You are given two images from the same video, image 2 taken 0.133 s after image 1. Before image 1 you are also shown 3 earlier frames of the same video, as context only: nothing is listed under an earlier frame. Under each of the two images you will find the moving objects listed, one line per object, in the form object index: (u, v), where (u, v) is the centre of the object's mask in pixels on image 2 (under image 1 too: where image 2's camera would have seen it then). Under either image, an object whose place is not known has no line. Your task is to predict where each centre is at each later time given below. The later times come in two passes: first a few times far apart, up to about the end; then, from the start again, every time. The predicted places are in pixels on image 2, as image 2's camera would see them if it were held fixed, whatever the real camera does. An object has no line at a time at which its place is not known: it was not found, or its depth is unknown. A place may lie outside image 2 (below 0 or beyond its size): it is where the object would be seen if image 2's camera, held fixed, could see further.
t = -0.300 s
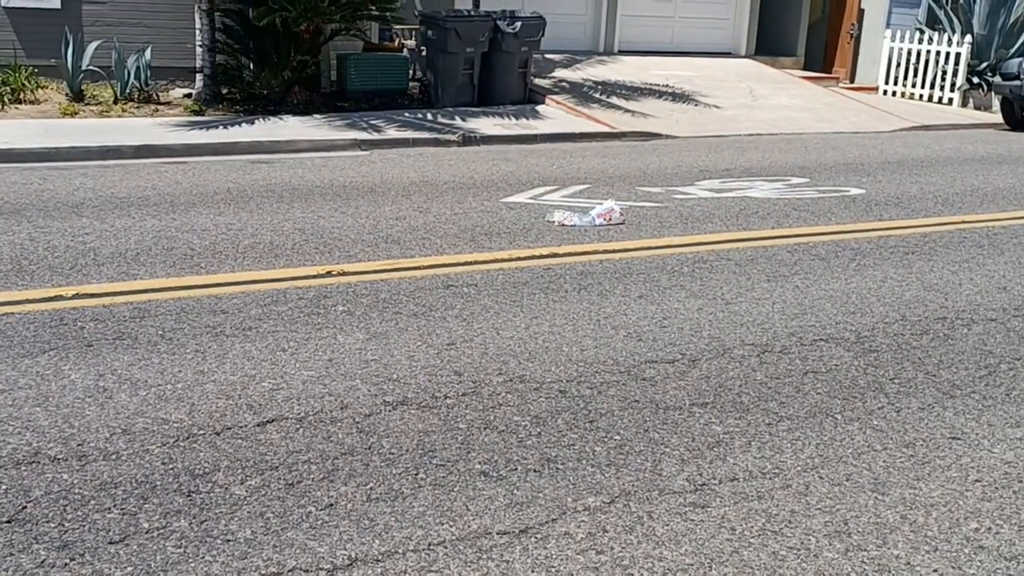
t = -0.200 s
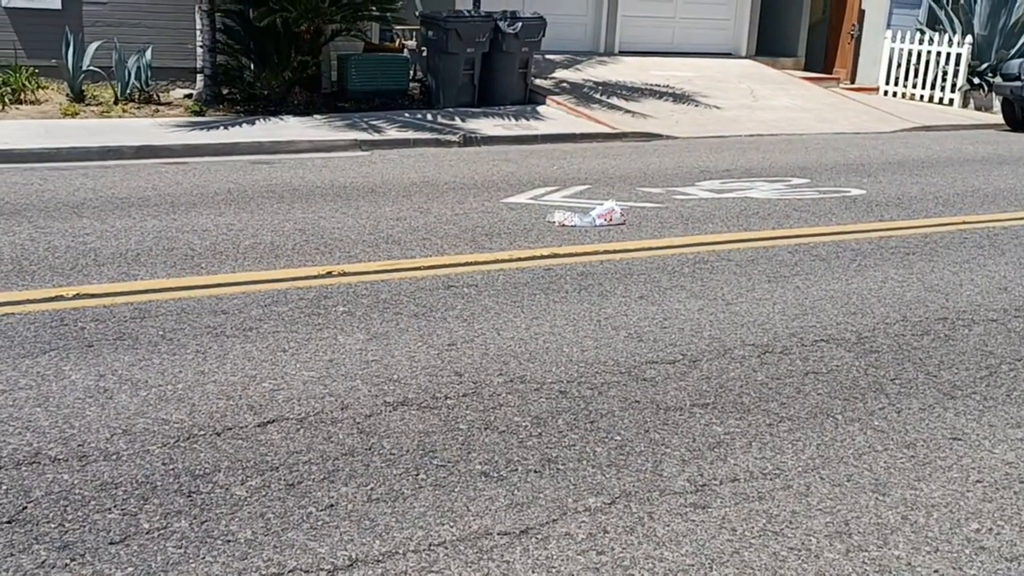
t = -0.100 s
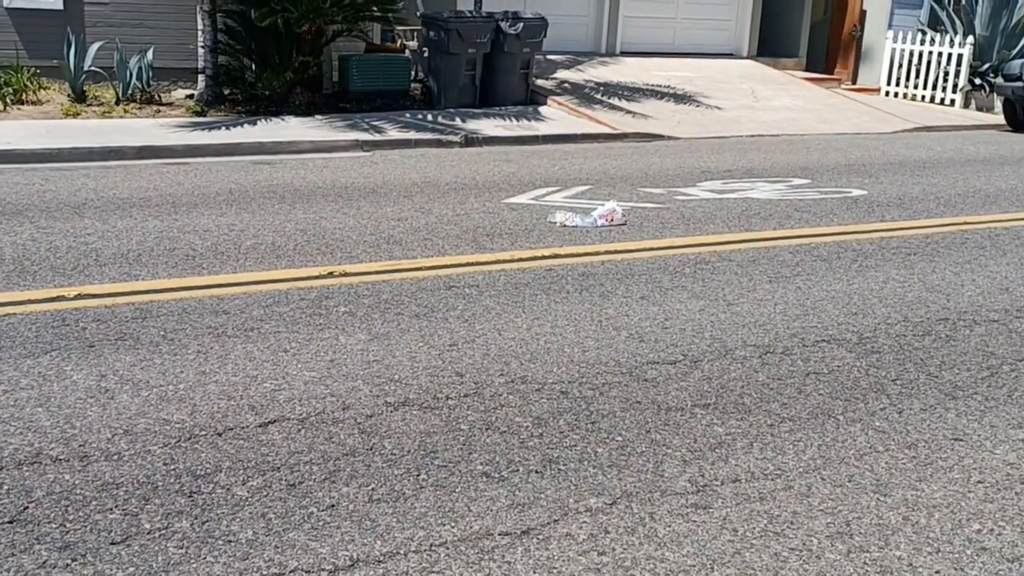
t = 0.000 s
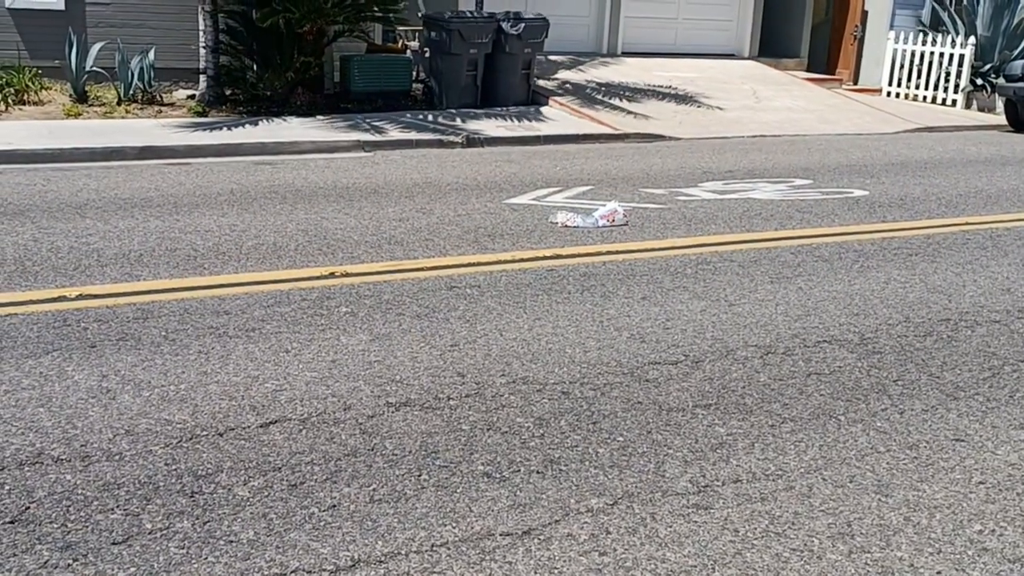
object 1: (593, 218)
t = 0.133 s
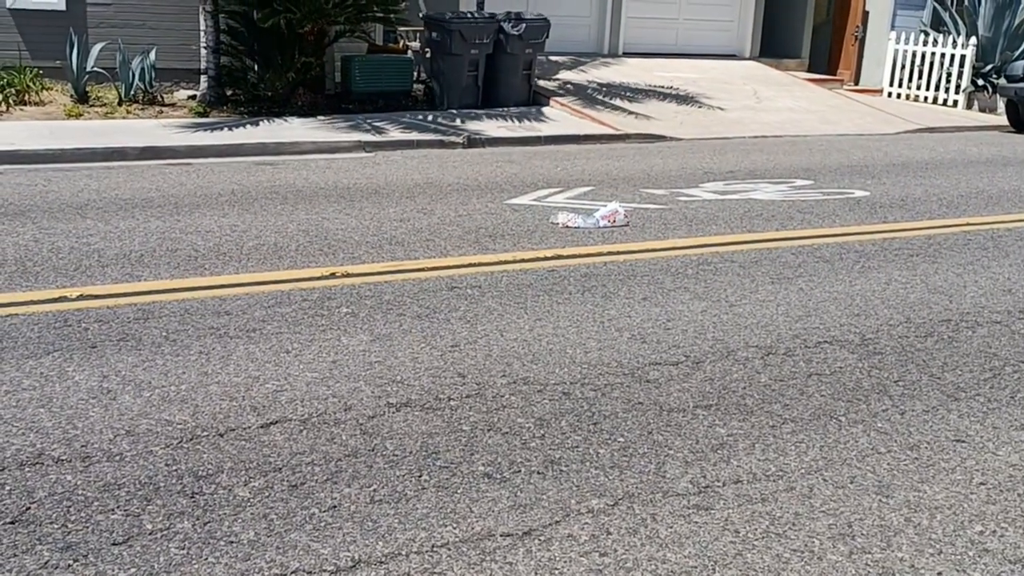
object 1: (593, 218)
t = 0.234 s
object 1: (593, 218)
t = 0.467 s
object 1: (593, 218)
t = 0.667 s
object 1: (593, 218)
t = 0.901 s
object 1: (593, 217)
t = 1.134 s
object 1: (593, 216)
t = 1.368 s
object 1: (591, 214)
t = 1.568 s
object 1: (590, 212)
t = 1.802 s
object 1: (585, 207)
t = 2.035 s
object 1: (581, 202)
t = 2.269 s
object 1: (582, 201)
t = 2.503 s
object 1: (574, 195)
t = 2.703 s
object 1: (573, 193)
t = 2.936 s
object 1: (578, 193)
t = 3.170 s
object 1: (580, 186)
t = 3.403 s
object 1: (590, 183)
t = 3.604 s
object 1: (599, 181)
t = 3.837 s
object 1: (609, 179)
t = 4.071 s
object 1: (615, 175)
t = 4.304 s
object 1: (625, 173)
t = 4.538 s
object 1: (633, 172)
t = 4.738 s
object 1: (638, 170)
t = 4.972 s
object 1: (641, 166)
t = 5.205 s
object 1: (648, 165)
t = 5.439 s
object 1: (653, 164)
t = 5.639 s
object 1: (657, 163)
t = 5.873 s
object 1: (653, 159)
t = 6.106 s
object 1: (654, 158)
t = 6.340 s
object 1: (653, 157)
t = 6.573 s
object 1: (654, 156)
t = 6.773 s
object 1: (649, 153)
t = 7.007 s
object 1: (646, 152)
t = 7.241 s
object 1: (642, 152)
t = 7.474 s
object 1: (641, 151)
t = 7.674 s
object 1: (638, 149)
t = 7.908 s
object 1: (636, 148)
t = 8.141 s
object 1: (634, 147)
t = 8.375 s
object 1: (637, 146)
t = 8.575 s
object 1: (636, 146)
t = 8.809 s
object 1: (638, 144)
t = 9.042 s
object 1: (638, 143)
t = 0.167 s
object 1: (593, 218)
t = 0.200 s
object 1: (593, 218)
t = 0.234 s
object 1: (593, 218)
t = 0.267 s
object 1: (593, 218)
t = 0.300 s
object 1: (593, 218)
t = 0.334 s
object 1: (593, 218)
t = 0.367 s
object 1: (593, 218)
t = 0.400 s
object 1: (593, 218)
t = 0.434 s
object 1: (593, 218)
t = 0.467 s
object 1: (593, 218)
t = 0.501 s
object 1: (593, 218)
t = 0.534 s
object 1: (593, 218)
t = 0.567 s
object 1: (593, 218)
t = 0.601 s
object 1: (593, 218)
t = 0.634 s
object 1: (593, 218)
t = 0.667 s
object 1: (593, 218)
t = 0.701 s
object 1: (593, 218)
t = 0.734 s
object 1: (593, 218)
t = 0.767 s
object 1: (593, 218)
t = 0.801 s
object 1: (593, 218)
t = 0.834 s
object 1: (593, 218)
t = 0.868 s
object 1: (593, 218)
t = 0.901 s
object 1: (593, 217)
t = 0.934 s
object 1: (593, 217)
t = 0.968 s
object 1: (593, 217)
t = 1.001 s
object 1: (593, 217)
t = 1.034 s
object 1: (593, 217)
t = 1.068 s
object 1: (593, 217)
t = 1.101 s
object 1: (593, 216)
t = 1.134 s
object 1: (593, 216)
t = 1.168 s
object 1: (593, 216)
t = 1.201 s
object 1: (592, 215)
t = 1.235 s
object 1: (592, 216)
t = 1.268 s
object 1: (592, 215)
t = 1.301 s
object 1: (592, 214)
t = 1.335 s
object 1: (592, 214)
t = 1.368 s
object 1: (591, 214)
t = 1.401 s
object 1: (591, 214)
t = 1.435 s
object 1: (591, 214)
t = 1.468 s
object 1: (590, 213)
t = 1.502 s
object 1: (590, 213)
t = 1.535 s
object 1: (590, 212)
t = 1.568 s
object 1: (590, 212)
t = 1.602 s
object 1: (589, 212)
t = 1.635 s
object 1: (588, 211)
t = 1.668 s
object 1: (587, 210)
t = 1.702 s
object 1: (587, 210)
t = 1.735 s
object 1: (587, 209)
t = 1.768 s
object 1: (586, 208)
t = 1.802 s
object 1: (585, 207)
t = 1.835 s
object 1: (584, 206)
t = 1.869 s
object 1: (583, 205)
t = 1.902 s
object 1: (583, 205)
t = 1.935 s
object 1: (583, 204)
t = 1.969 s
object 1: (583, 204)
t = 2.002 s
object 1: (582, 202)
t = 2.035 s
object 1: (581, 202)
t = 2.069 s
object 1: (581, 202)
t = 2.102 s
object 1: (581, 201)
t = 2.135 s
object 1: (581, 202)
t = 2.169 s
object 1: (581, 203)
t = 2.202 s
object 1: (581, 202)
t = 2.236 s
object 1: (582, 202)
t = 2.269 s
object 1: (582, 201)
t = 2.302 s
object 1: (581, 201)
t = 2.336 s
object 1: (580, 200)
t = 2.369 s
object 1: (579, 199)
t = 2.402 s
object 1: (578, 198)
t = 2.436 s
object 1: (578, 197)
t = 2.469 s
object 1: (575, 196)
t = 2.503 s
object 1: (574, 195)
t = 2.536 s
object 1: (574, 195)
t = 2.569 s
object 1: (573, 195)
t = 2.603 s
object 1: (573, 194)
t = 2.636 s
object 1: (573, 193)
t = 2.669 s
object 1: (572, 193)
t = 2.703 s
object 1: (573, 193)
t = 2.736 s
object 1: (573, 193)
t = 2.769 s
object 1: (574, 193)
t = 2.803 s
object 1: (575, 193)
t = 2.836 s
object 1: (575, 193)
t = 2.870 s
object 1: (576, 193)
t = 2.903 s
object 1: (578, 193)
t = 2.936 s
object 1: (578, 193)
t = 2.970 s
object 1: (579, 192)
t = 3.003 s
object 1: (580, 192)
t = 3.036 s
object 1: (580, 191)
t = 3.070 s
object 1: (580, 190)
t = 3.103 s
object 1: (580, 188)
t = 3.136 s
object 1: (579, 187)
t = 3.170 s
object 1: (580, 186)
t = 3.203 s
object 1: (581, 185)
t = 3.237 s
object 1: (583, 184)
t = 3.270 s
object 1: (584, 183)
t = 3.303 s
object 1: (586, 183)
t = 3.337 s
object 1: (588, 183)
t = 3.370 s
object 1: (589, 184)
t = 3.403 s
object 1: (590, 183)
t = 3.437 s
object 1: (591, 183)
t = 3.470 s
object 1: (592, 183)
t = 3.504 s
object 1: (593, 183)
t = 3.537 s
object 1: (595, 182)
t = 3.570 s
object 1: (597, 182)
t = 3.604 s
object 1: (599, 181)
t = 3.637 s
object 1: (601, 180)
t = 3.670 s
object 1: (603, 181)
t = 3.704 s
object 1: (604, 180)
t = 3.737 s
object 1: (605, 180)
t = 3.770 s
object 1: (606, 180)
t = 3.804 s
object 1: (608, 179)
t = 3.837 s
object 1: (609, 179)
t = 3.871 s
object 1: (610, 178)
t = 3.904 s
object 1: (611, 178)
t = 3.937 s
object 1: (612, 178)
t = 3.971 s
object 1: (612, 177)
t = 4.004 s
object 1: (611, 177)
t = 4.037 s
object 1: (613, 176)
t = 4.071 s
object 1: (615, 175)
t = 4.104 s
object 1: (616, 174)
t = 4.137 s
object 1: (619, 174)
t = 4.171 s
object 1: (620, 174)
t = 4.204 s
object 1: (622, 174)
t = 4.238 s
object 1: (622, 173)
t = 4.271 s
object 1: (624, 173)
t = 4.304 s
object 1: (625, 173)
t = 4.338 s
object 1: (627, 173)
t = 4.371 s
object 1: (628, 172)
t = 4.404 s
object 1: (628, 172)
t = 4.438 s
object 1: (629, 172)
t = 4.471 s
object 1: (630, 172)
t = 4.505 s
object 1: (632, 172)
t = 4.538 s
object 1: (633, 172)
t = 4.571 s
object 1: (635, 171)
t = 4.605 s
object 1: (636, 171)
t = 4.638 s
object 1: (637, 171)
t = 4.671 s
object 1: (637, 171)
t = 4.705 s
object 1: (638, 171)
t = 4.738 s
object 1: (638, 170)
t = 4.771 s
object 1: (638, 169)
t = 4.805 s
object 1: (637, 168)
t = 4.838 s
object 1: (637, 168)
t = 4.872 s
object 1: (639, 168)
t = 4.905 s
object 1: (639, 167)
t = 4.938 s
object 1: (640, 167)
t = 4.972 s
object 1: (641, 166)
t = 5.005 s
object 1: (643, 166)
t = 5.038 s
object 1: (643, 166)
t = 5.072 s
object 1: (643, 166)
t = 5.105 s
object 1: (645, 166)
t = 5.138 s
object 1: (646, 165)
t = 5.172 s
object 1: (646, 165)
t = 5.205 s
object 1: (648, 165)
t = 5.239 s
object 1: (648, 165)
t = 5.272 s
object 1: (650, 165)
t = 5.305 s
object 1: (649, 165)
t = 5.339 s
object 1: (649, 165)
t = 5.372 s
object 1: (649, 165)
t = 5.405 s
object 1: (651, 164)
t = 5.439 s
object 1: (653, 164)
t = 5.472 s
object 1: (653, 164)
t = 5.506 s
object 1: (654, 164)
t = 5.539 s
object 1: (655, 163)
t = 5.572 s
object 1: (656, 163)
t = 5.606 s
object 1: (656, 163)
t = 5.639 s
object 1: (657, 163)
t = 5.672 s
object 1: (656, 163)
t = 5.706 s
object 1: (656, 162)
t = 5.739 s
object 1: (655, 161)
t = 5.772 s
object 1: (653, 161)
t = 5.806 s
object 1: (653, 160)
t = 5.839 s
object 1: (653, 159)
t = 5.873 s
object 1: (653, 159)
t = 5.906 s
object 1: (654, 158)
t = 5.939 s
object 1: (655, 158)
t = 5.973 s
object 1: (655, 158)
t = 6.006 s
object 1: (655, 158)
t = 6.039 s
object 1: (655, 158)
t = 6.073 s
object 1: (654, 158)
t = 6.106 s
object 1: (654, 158)
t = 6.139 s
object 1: (654, 158)
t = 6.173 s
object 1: (653, 158)
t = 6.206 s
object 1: (653, 158)
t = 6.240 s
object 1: (653, 158)
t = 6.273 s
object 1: (653, 158)
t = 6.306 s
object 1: (653, 158)
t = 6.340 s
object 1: (653, 157)
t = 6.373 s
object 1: (653, 157)
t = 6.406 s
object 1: (654, 156)
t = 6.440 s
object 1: (654, 156)
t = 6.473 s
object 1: (654, 156)
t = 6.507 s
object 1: (654, 155)
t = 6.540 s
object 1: (654, 156)
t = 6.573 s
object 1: (654, 156)
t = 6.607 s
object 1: (653, 155)
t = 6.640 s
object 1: (652, 155)
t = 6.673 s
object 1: (650, 154)
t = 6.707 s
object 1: (649, 154)
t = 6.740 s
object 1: (649, 153)
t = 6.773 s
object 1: (649, 153)
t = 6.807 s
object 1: (649, 152)
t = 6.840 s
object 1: (649, 152)
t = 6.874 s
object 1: (649, 152)
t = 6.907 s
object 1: (648, 152)
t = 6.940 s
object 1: (648, 152)
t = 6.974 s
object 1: (647, 152)
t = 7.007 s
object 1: (646, 152)
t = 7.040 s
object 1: (645, 152)
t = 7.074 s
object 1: (644, 152)
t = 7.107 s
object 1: (644, 152)
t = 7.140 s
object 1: (644, 152)
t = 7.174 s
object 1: (643, 152)
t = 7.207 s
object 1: (642, 152)
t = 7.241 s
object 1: (642, 152)
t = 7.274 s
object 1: (642, 151)
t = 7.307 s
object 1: (641, 151)
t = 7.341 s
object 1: (641, 151)
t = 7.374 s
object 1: (641, 151)
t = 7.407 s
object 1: (641, 151)
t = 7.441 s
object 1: (641, 151)
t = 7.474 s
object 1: (641, 151)
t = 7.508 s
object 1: (641, 151)
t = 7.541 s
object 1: (641, 151)
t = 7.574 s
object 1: (640, 150)
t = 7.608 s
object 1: (639, 150)
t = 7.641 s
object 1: (638, 149)
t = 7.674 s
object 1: (638, 149)
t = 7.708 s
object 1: (637, 148)
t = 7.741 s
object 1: (637, 148)
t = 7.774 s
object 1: (637, 148)
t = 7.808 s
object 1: (637, 148)
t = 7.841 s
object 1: (636, 148)
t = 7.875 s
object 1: (637, 148)
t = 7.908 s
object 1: (636, 148)
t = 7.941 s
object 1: (635, 147)
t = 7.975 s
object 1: (635, 147)
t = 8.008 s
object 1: (634, 147)
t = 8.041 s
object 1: (635, 147)
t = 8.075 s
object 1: (635, 147)
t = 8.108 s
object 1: (635, 147)
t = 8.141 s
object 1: (634, 147)
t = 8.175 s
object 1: (634, 147)
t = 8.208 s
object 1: (635, 147)
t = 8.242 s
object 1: (635, 147)
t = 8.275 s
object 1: (636, 147)
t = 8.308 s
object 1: (636, 146)
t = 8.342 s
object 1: (637, 146)
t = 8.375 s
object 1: (637, 146)
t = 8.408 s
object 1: (637, 146)
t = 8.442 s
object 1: (638, 147)
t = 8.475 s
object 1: (638, 146)
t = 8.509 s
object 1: (637, 146)
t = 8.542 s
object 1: (637, 146)
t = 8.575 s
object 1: (636, 146)
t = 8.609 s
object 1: (636, 145)
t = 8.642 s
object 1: (636, 145)
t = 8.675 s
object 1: (636, 145)
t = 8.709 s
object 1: (637, 145)
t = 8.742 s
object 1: (638, 145)
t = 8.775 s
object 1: (637, 144)
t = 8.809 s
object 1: (638, 144)
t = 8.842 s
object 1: (638, 144)
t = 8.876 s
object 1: (638, 144)
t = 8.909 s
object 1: (638, 144)
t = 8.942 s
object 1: (638, 144)
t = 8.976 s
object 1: (638, 144)
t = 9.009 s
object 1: (637, 144)
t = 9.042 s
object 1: (638, 143)
